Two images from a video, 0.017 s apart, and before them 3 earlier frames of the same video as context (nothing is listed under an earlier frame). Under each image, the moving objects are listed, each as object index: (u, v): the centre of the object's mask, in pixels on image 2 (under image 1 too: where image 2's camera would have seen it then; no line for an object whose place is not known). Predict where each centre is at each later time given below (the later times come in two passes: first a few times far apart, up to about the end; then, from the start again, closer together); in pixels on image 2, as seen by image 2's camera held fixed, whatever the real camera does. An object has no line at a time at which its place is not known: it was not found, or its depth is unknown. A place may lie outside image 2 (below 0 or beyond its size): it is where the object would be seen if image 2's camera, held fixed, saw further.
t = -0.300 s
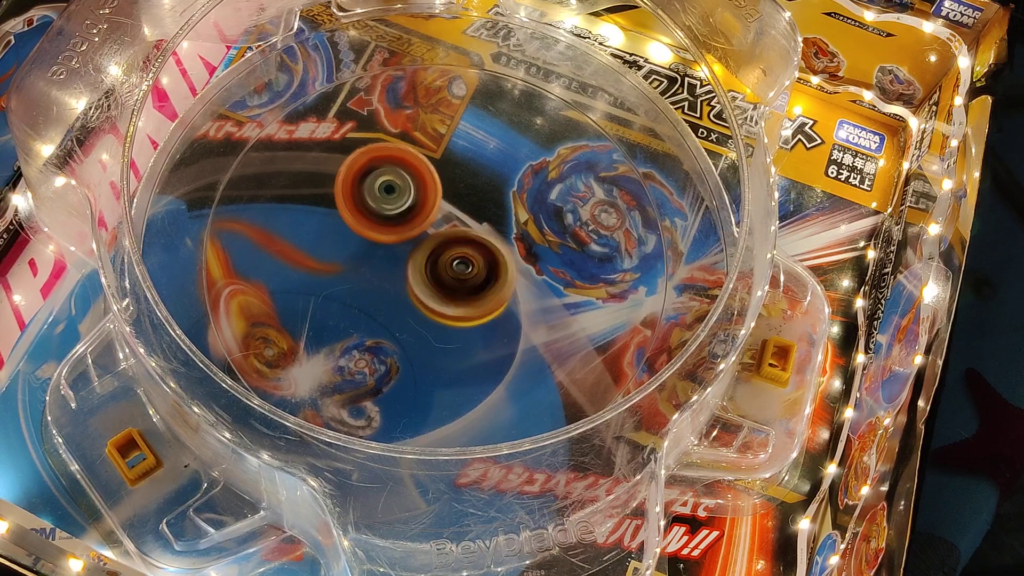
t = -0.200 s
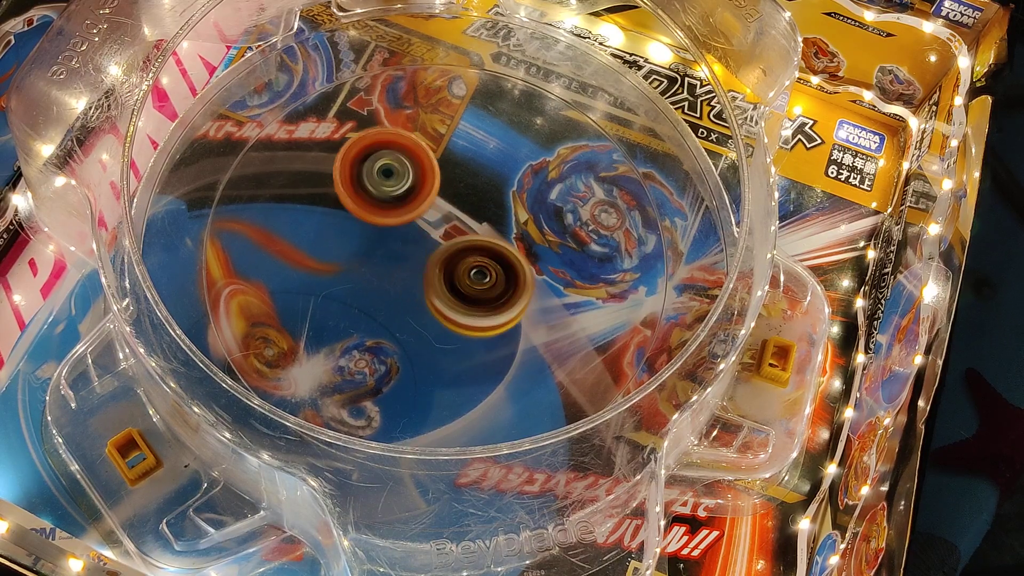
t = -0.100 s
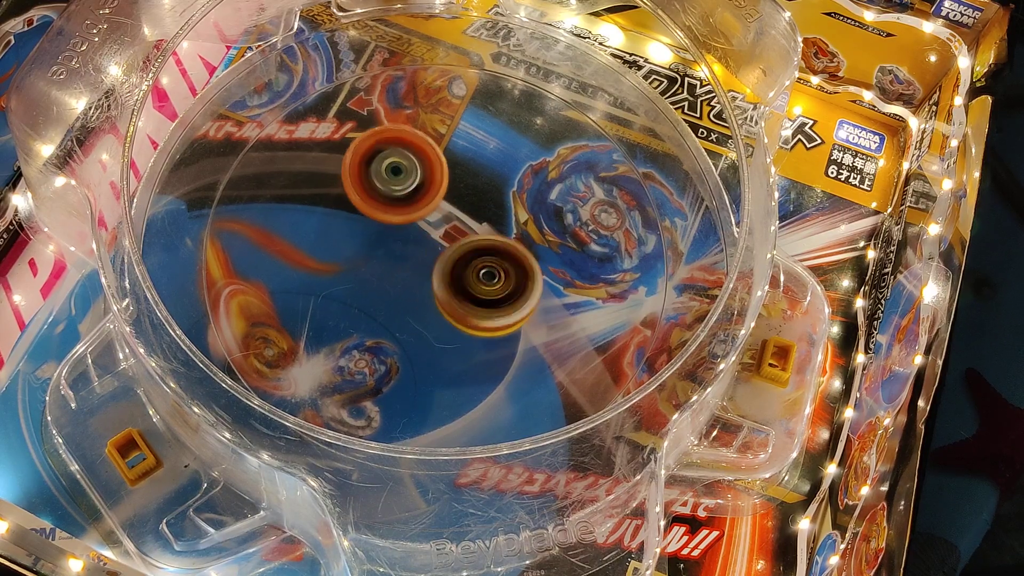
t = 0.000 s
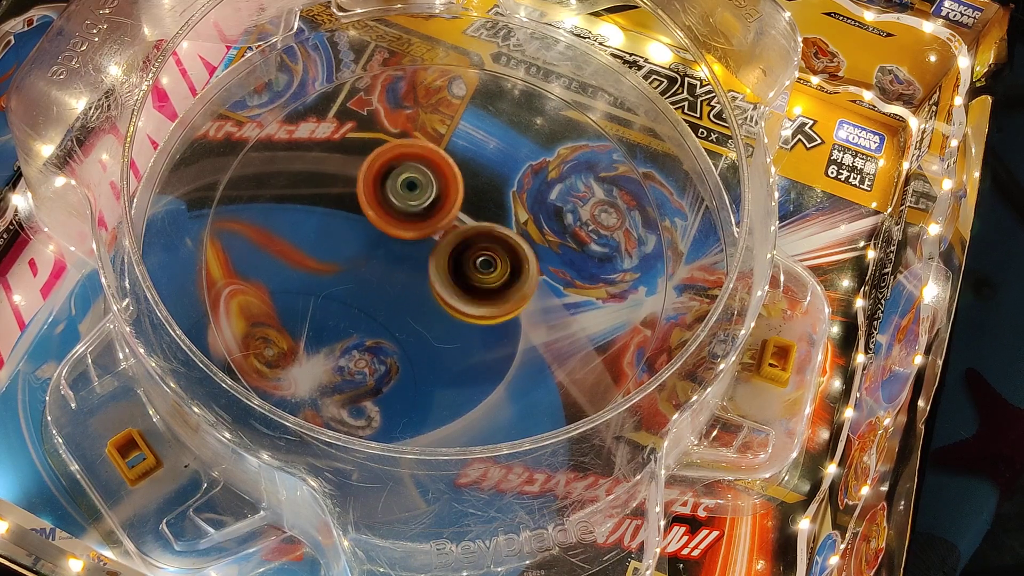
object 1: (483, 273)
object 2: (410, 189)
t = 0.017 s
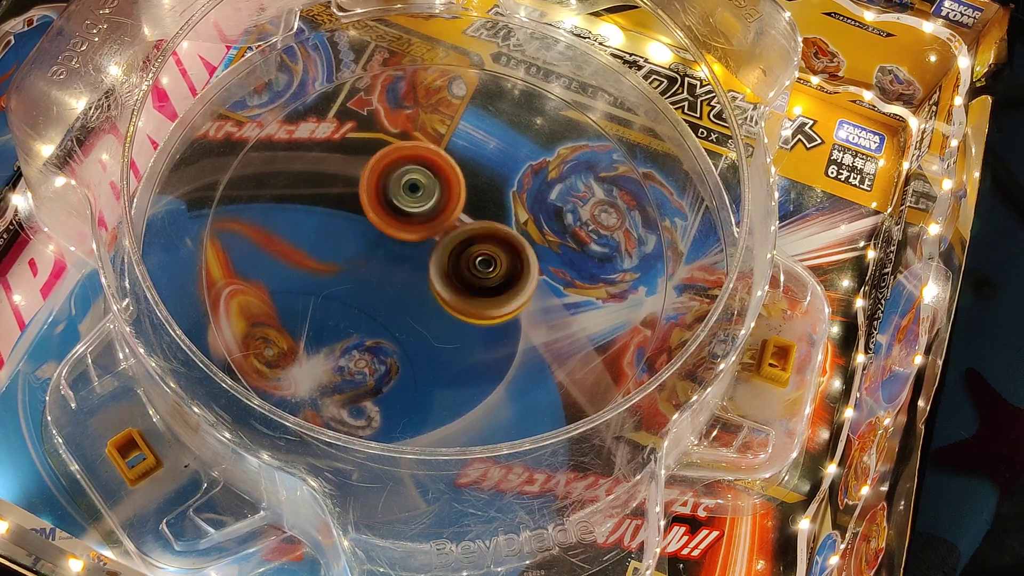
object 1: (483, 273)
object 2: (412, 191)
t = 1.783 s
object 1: (440, 311)
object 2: (430, 204)
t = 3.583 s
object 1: (471, 277)
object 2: (327, 281)
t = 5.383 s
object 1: (457, 245)
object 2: (531, 324)
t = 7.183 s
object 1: (434, 280)
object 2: (554, 231)
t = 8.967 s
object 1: (421, 263)
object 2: (545, 241)
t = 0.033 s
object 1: (484, 274)
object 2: (413, 190)
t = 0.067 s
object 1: (485, 275)
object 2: (413, 190)
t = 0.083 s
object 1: (485, 275)
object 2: (414, 192)
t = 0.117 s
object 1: (484, 275)
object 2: (416, 193)
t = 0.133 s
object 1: (485, 276)
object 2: (416, 193)
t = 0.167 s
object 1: (484, 277)
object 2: (417, 193)
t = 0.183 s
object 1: (484, 277)
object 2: (417, 194)
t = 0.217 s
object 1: (484, 278)
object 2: (418, 194)
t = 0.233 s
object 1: (485, 279)
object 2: (418, 193)
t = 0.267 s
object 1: (485, 279)
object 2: (420, 194)
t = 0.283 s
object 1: (485, 279)
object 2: (421, 194)
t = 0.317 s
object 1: (486, 280)
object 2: (421, 195)
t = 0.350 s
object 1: (485, 282)
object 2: (423, 195)
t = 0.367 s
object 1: (486, 282)
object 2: (423, 195)
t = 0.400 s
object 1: (486, 283)
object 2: (424, 195)
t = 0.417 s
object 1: (486, 283)
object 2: (424, 196)
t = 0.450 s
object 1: (487, 286)
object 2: (426, 196)
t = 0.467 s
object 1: (488, 288)
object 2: (424, 194)
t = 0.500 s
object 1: (489, 290)
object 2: (423, 193)
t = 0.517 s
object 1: (490, 291)
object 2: (423, 192)
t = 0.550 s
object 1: (489, 292)
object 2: (422, 194)
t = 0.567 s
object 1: (490, 291)
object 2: (423, 195)
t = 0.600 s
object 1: (488, 291)
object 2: (424, 199)
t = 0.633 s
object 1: (487, 289)
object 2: (427, 202)
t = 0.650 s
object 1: (491, 297)
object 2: (425, 196)
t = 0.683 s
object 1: (499, 314)
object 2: (418, 180)
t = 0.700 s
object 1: (502, 320)
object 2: (416, 173)
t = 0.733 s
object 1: (507, 329)
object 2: (410, 163)
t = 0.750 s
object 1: (509, 332)
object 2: (409, 159)
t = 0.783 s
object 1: (512, 336)
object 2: (404, 157)
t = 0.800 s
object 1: (514, 336)
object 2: (404, 156)
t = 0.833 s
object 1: (516, 337)
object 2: (401, 157)
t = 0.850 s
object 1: (516, 337)
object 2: (401, 158)
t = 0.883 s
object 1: (517, 337)
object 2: (400, 161)
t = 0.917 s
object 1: (517, 336)
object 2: (403, 164)
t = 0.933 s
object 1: (517, 335)
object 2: (403, 168)
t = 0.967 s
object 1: (515, 333)
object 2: (407, 172)
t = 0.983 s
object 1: (514, 333)
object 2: (408, 175)
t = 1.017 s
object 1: (512, 330)
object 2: (413, 180)
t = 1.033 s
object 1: (511, 329)
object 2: (415, 183)
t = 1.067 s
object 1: (508, 325)
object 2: (422, 189)
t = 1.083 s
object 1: (505, 324)
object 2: (425, 192)
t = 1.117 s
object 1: (501, 320)
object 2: (432, 198)
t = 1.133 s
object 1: (498, 319)
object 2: (435, 200)
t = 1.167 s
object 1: (494, 315)
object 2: (443, 206)
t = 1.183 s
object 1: (491, 314)
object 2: (446, 208)
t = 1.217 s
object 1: (485, 312)
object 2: (454, 212)
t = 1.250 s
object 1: (482, 349)
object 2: (457, 174)
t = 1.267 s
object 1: (481, 365)
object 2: (458, 154)
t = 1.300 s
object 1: (478, 392)
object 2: (459, 117)
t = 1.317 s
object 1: (474, 399)
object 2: (459, 104)
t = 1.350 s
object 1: (469, 408)
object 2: (457, 78)
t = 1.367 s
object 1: (469, 421)
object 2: (455, 68)
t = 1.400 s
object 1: (466, 426)
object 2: (451, 51)
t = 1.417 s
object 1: (465, 424)
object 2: (449, 47)
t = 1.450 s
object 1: (465, 422)
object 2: (441, 46)
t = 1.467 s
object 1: (464, 411)
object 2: (437, 50)
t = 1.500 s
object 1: (463, 407)
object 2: (428, 62)
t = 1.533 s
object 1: (463, 403)
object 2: (420, 76)
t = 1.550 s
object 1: (463, 399)
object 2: (418, 83)
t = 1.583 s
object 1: (462, 389)
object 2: (412, 101)
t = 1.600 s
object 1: (461, 383)
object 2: (411, 111)
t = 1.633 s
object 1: (459, 369)
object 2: (409, 131)
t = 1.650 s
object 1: (458, 362)
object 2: (410, 141)
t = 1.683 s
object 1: (454, 346)
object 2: (410, 162)
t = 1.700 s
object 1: (452, 338)
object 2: (412, 171)
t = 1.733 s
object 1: (447, 322)
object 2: (416, 191)
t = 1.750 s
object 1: (446, 315)
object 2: (420, 199)
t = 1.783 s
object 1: (440, 311)
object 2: (430, 204)
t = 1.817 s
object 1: (432, 316)
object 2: (439, 194)
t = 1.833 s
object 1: (430, 317)
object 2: (445, 190)
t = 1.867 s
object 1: (424, 315)
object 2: (454, 184)
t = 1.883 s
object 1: (420, 313)
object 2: (458, 181)
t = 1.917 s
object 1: (416, 308)
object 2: (468, 178)
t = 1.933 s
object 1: (416, 305)
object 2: (471, 176)
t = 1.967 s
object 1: (413, 297)
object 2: (482, 174)
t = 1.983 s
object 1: (411, 294)
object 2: (485, 174)
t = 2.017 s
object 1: (410, 286)
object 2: (494, 172)
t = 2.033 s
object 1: (411, 282)
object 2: (499, 173)
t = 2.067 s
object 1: (410, 274)
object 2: (506, 172)
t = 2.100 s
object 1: (410, 267)
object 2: (513, 171)
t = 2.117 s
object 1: (410, 264)
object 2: (517, 173)
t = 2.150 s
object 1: (411, 257)
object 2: (523, 174)
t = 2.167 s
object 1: (411, 253)
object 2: (527, 175)
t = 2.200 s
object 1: (412, 246)
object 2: (531, 178)
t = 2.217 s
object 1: (413, 244)
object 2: (534, 178)
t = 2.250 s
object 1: (415, 237)
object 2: (538, 181)
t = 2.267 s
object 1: (416, 233)
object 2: (538, 182)
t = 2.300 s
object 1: (418, 226)
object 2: (541, 186)
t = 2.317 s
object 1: (419, 224)
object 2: (541, 189)
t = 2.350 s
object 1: (422, 218)
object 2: (543, 193)
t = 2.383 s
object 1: (424, 212)
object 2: (544, 197)
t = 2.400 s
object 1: (425, 209)
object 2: (543, 200)
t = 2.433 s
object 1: (429, 204)
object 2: (543, 205)
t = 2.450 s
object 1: (431, 202)
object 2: (543, 209)
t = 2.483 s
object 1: (435, 198)
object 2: (540, 215)
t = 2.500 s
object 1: (436, 195)
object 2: (540, 219)
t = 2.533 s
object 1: (440, 192)
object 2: (537, 227)
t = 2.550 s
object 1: (442, 191)
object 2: (536, 230)
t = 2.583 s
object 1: (446, 188)
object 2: (534, 240)
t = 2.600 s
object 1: (447, 187)
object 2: (532, 244)
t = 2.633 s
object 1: (451, 185)
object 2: (529, 252)
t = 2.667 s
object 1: (455, 185)
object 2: (525, 262)
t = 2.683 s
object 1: (458, 184)
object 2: (522, 265)
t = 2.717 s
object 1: (463, 184)
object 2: (519, 273)
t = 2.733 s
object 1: (465, 186)
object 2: (516, 278)
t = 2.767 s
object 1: (469, 187)
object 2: (512, 285)
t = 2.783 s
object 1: (471, 187)
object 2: (510, 288)
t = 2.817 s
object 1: (475, 190)
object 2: (504, 294)
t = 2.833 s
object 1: (478, 193)
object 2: (502, 296)
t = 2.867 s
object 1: (481, 196)
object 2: (496, 301)
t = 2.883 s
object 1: (481, 198)
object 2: (492, 302)
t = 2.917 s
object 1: (484, 203)
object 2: (486, 306)
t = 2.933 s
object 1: (486, 205)
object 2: (481, 308)
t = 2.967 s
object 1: (487, 210)
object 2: (474, 309)
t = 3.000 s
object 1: (489, 215)
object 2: (466, 311)
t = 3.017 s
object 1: (488, 219)
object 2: (462, 312)
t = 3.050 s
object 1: (488, 224)
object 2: (453, 312)
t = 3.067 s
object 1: (488, 225)
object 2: (449, 313)
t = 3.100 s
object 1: (489, 227)
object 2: (437, 319)
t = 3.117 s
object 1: (491, 229)
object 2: (432, 320)
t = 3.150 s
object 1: (492, 231)
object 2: (421, 325)
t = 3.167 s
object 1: (491, 232)
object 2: (416, 325)
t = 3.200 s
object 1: (491, 235)
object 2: (408, 327)
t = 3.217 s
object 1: (491, 237)
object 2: (404, 328)
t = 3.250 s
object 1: (489, 241)
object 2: (396, 327)
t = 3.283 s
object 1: (486, 245)
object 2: (390, 325)
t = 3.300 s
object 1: (484, 250)
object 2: (388, 324)
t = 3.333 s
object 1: (481, 254)
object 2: (382, 321)
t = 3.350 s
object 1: (479, 255)
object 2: (380, 319)
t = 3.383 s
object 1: (475, 260)
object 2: (375, 314)
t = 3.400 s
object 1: (474, 262)
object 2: (372, 311)
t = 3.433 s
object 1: (470, 265)
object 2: (368, 305)
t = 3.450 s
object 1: (467, 268)
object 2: (365, 303)
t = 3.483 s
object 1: (466, 271)
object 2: (356, 296)
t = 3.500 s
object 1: (468, 270)
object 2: (350, 294)
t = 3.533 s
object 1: (470, 273)
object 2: (339, 289)
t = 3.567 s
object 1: (470, 276)
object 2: (330, 284)
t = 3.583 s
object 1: (471, 277)
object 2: (327, 281)
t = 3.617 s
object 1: (468, 279)
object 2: (322, 275)
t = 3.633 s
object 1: (466, 280)
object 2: (319, 272)
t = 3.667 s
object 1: (463, 282)
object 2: (316, 265)
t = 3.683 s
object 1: (460, 282)
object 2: (315, 263)
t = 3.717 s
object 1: (455, 283)
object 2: (314, 256)
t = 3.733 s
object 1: (454, 283)
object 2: (315, 252)
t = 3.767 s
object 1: (449, 282)
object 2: (316, 246)
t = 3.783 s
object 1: (445, 282)
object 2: (316, 243)
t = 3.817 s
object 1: (440, 281)
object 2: (319, 236)
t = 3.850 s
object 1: (435, 280)
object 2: (324, 229)
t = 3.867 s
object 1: (432, 279)
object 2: (326, 227)
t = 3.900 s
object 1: (428, 277)
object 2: (331, 219)
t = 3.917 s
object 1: (428, 276)
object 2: (333, 214)
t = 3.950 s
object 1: (426, 275)
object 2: (336, 205)
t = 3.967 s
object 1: (424, 275)
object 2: (336, 201)
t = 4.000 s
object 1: (422, 274)
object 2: (340, 193)
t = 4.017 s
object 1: (420, 273)
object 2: (343, 190)
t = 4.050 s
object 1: (418, 269)
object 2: (348, 182)
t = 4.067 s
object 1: (418, 267)
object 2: (351, 178)
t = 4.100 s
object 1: (415, 264)
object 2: (358, 172)
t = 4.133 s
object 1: (414, 261)
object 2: (365, 166)
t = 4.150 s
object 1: (414, 260)
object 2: (367, 163)
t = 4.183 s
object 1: (414, 255)
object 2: (374, 156)
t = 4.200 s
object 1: (413, 253)
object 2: (378, 153)
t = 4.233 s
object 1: (413, 250)
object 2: (385, 148)
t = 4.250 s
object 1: (412, 248)
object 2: (389, 145)
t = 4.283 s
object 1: (413, 243)
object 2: (397, 141)
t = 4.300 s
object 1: (414, 244)
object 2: (401, 138)
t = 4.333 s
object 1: (414, 244)
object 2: (409, 129)
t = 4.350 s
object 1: (415, 245)
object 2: (413, 125)
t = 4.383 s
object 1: (416, 243)
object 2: (420, 120)
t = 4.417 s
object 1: (418, 240)
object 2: (427, 116)
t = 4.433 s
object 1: (417, 239)
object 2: (431, 115)
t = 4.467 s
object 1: (419, 235)
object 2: (440, 114)
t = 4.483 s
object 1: (420, 233)
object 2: (445, 114)
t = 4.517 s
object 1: (422, 230)
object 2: (453, 115)
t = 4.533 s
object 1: (423, 228)
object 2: (456, 115)
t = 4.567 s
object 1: (425, 225)
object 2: (463, 118)
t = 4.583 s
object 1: (427, 224)
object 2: (468, 123)
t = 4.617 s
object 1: (429, 221)
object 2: (474, 128)
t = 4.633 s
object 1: (430, 220)
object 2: (478, 129)
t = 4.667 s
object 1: (428, 222)
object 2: (489, 132)
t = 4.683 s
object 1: (427, 223)
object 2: (495, 133)
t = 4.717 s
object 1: (427, 225)
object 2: (505, 135)
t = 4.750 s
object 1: (429, 225)
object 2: (514, 138)
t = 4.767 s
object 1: (430, 225)
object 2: (518, 140)
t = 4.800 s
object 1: (433, 225)
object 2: (527, 145)
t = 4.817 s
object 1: (435, 224)
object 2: (529, 149)
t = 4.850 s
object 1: (438, 224)
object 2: (536, 157)
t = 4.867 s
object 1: (440, 225)
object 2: (540, 162)
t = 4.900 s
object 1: (444, 225)
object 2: (545, 171)
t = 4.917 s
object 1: (446, 225)
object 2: (546, 176)
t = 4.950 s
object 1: (449, 226)
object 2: (550, 188)
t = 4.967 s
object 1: (449, 226)
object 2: (554, 193)
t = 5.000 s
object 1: (450, 226)
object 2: (561, 204)
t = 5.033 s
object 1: (451, 228)
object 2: (567, 215)
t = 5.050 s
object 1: (451, 229)
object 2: (569, 221)
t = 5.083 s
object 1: (453, 231)
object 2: (573, 232)
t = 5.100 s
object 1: (454, 231)
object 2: (576, 238)
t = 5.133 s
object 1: (456, 234)
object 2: (577, 248)
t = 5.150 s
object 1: (457, 235)
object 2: (575, 254)
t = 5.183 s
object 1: (458, 237)
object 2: (572, 264)
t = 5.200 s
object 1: (459, 240)
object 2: (571, 270)
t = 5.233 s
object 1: (460, 242)
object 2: (566, 280)
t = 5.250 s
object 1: (460, 243)
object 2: (561, 284)
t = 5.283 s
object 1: (460, 246)
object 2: (553, 294)
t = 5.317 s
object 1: (460, 245)
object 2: (547, 305)
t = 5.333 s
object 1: (458, 244)
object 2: (545, 310)
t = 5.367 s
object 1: (457, 245)
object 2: (537, 320)
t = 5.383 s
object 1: (457, 245)
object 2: (531, 324)
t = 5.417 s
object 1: (456, 246)
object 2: (521, 332)
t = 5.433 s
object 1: (455, 246)
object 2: (517, 335)
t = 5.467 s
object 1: (454, 247)
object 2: (505, 340)
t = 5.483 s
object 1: (454, 247)
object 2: (498, 343)
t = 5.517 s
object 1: (451, 248)
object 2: (485, 346)
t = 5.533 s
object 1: (451, 249)
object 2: (479, 347)
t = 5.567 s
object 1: (449, 248)
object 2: (466, 347)
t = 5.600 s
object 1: (446, 249)
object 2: (452, 346)
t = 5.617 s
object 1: (446, 250)
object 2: (445, 345)
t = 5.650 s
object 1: (444, 249)
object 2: (432, 341)
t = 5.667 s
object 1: (444, 249)
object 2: (425, 340)
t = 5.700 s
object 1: (445, 246)
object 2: (412, 338)
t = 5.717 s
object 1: (444, 245)
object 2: (406, 337)
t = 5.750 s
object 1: (443, 243)
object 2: (395, 333)
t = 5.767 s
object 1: (442, 242)
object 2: (388, 330)
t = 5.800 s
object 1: (441, 241)
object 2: (378, 323)
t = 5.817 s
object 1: (440, 240)
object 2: (375, 321)
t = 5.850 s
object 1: (439, 239)
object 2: (367, 311)
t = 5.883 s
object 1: (437, 238)
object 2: (360, 301)
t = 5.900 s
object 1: (437, 236)
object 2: (357, 297)
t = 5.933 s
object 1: (437, 234)
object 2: (350, 287)
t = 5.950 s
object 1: (439, 232)
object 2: (344, 282)
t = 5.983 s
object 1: (440, 231)
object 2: (337, 273)
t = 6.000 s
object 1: (440, 230)
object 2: (335, 269)
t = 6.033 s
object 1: (440, 229)
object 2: (332, 259)
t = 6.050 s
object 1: (440, 228)
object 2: (330, 256)
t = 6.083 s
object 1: (440, 227)
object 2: (329, 247)
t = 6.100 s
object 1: (440, 227)
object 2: (328, 241)
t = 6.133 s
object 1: (441, 226)
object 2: (329, 231)
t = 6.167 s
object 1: (440, 225)
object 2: (332, 221)
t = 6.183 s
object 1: (443, 226)
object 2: (333, 216)
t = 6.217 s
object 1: (448, 225)
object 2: (332, 204)
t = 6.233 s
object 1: (449, 227)
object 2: (333, 199)
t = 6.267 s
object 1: (452, 227)
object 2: (334, 189)
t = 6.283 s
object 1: (452, 228)
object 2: (334, 184)
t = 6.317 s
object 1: (455, 229)
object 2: (338, 176)
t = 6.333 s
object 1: (455, 229)
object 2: (341, 170)
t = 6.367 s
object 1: (457, 231)
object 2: (346, 162)
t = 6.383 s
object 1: (458, 231)
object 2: (351, 161)
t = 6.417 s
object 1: (459, 232)
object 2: (360, 155)
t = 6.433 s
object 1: (460, 232)
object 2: (364, 154)
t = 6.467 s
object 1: (463, 234)
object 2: (376, 153)
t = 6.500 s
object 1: (464, 235)
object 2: (387, 151)
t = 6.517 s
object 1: (464, 236)
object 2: (393, 150)
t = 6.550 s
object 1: (465, 238)
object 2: (406, 152)
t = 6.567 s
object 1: (465, 239)
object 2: (412, 151)
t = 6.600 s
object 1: (466, 244)
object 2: (424, 151)
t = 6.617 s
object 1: (466, 248)
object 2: (430, 149)
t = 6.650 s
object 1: (467, 255)
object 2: (441, 144)
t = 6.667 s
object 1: (467, 257)
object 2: (447, 144)
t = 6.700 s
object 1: (466, 263)
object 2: (458, 141)
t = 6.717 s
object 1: (466, 264)
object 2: (462, 141)
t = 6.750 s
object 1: (465, 268)
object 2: (473, 142)
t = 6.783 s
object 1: (465, 272)
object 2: (483, 143)
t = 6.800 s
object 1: (463, 272)
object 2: (487, 144)
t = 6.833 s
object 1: (463, 275)
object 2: (495, 147)
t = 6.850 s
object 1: (461, 275)
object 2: (500, 148)
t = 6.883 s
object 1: (460, 278)
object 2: (508, 153)
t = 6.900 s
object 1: (459, 278)
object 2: (513, 155)
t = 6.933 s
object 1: (457, 280)
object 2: (520, 161)
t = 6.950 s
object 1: (456, 280)
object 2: (525, 166)
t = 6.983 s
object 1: (453, 282)
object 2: (532, 172)
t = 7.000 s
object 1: (452, 282)
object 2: (534, 177)
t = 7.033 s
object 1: (448, 282)
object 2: (541, 185)
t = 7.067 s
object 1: (445, 283)
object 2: (545, 194)
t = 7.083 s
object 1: (443, 283)
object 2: (547, 200)
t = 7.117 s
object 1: (440, 283)
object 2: (551, 210)
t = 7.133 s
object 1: (438, 282)
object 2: (552, 215)
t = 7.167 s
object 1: (435, 282)
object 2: (554, 226)
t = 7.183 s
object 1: (434, 280)
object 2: (554, 231)
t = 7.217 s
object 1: (430, 279)
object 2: (554, 243)
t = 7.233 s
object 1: (430, 277)
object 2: (554, 249)
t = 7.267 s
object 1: (426, 276)
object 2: (552, 260)
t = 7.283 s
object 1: (426, 274)
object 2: (550, 266)
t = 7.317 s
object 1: (422, 271)
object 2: (547, 277)
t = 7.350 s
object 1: (420, 269)
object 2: (541, 288)
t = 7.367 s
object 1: (419, 267)
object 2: (539, 293)
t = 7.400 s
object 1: (418, 263)
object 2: (532, 303)
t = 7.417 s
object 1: (417, 261)
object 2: (528, 308)
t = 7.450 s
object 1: (416, 258)
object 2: (521, 317)
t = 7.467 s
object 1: (415, 255)
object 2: (515, 321)
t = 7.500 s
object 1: (416, 252)
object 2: (505, 328)
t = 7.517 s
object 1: (416, 250)
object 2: (500, 331)
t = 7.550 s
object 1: (416, 247)
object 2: (488, 337)
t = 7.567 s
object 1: (416, 245)
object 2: (483, 339)
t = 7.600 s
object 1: (417, 242)
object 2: (470, 341)
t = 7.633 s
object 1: (419, 239)
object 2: (456, 344)
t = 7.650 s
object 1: (419, 237)
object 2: (451, 344)
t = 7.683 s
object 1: (421, 234)
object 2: (438, 344)
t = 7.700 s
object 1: (423, 231)
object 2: (432, 344)
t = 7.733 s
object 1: (425, 229)
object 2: (419, 342)
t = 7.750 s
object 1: (427, 228)
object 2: (413, 341)
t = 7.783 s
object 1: (430, 226)
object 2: (401, 337)
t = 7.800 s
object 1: (431, 224)
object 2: (395, 335)
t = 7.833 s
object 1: (435, 223)
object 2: (384, 330)
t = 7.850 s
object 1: (436, 222)
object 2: (378, 327)
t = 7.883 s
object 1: (440, 221)
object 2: (368, 320)
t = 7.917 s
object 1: (444, 220)
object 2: (360, 310)
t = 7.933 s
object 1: (445, 220)
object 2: (355, 306)
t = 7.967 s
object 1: (449, 220)
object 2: (348, 297)
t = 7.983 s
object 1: (451, 219)
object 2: (344, 291)
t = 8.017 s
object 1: (455, 220)
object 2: (340, 280)
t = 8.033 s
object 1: (456, 220)
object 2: (338, 274)
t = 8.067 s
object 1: (459, 222)
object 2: (334, 262)
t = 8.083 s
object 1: (461, 223)
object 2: (334, 256)
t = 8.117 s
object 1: (464, 224)
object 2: (333, 244)
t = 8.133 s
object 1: (465, 225)
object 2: (334, 239)
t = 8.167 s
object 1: (467, 227)
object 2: (335, 227)
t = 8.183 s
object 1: (468, 228)
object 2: (336, 222)
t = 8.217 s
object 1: (470, 231)
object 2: (340, 211)
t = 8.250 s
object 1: (473, 233)
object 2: (344, 200)
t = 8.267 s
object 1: (472, 235)
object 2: (347, 196)
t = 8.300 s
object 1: (475, 238)
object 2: (354, 186)
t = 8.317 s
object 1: (474, 240)
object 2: (358, 182)
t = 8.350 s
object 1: (475, 244)
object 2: (366, 174)
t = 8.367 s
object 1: (474, 245)
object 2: (370, 170)
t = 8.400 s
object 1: (474, 249)
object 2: (381, 164)
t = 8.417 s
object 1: (473, 250)
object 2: (386, 162)
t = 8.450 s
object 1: (473, 254)
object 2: (398, 158)
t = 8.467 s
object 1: (471, 255)
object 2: (403, 156)
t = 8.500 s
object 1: (470, 258)
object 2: (415, 155)
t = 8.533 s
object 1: (468, 260)
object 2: (428, 154)
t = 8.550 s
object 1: (467, 262)
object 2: (434, 156)
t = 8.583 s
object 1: (464, 264)
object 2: (446, 157)
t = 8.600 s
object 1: (462, 266)
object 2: (452, 157)
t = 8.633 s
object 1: (459, 266)
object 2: (464, 161)
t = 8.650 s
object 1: (457, 268)
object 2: (469, 162)
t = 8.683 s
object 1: (454, 268)
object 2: (480, 167)
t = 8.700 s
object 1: (452, 271)
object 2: (486, 168)
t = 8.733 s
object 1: (448, 271)
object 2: (495, 174)
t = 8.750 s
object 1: (446, 272)
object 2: (500, 177)
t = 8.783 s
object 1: (443, 271)
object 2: (509, 184)
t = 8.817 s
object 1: (437, 270)
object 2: (522, 195)
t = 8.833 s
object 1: (434, 271)
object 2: (525, 200)
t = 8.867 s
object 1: (431, 269)
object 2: (531, 209)
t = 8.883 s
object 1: (429, 269)
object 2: (534, 214)
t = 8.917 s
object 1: (426, 267)
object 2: (539, 225)
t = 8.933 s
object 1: (424, 266)
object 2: (541, 230)
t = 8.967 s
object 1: (421, 263)
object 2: (545, 241)
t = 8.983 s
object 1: (420, 263)
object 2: (546, 246)
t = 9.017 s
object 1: (418, 259)
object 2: (546, 258)
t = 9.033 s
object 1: (416, 259)
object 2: (546, 263)
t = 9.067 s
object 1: (415, 255)
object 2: (544, 274)
